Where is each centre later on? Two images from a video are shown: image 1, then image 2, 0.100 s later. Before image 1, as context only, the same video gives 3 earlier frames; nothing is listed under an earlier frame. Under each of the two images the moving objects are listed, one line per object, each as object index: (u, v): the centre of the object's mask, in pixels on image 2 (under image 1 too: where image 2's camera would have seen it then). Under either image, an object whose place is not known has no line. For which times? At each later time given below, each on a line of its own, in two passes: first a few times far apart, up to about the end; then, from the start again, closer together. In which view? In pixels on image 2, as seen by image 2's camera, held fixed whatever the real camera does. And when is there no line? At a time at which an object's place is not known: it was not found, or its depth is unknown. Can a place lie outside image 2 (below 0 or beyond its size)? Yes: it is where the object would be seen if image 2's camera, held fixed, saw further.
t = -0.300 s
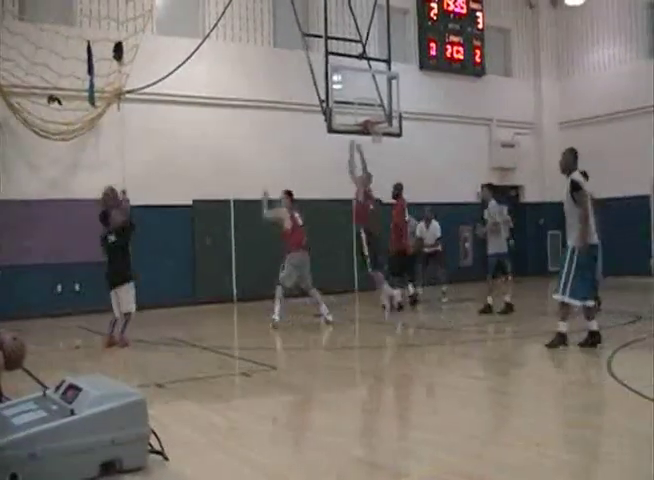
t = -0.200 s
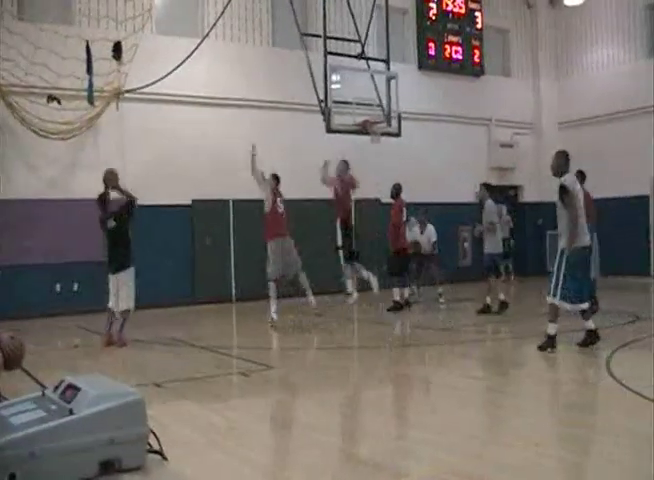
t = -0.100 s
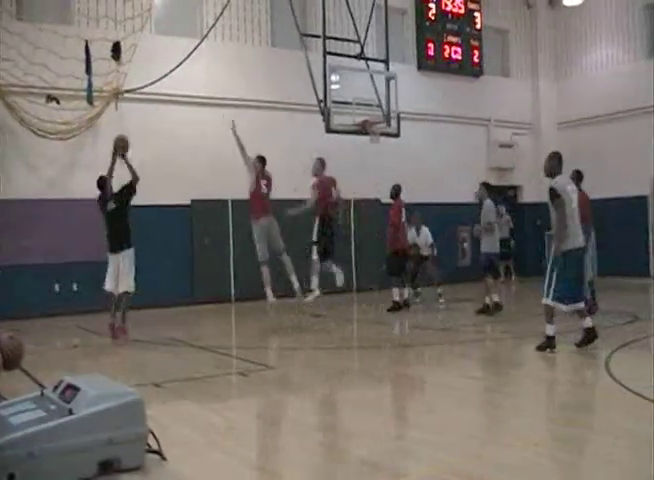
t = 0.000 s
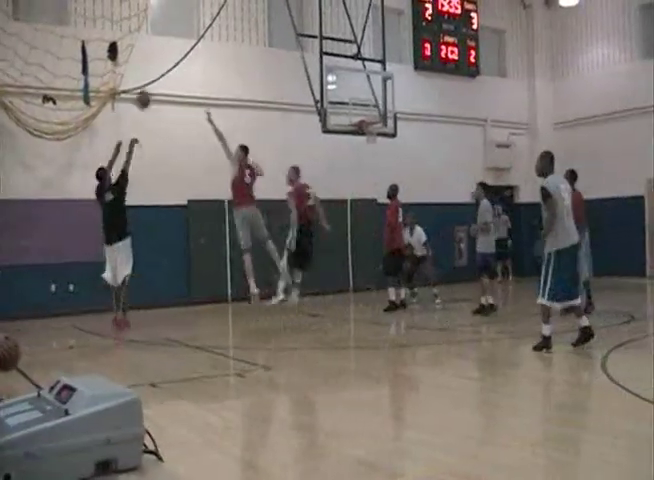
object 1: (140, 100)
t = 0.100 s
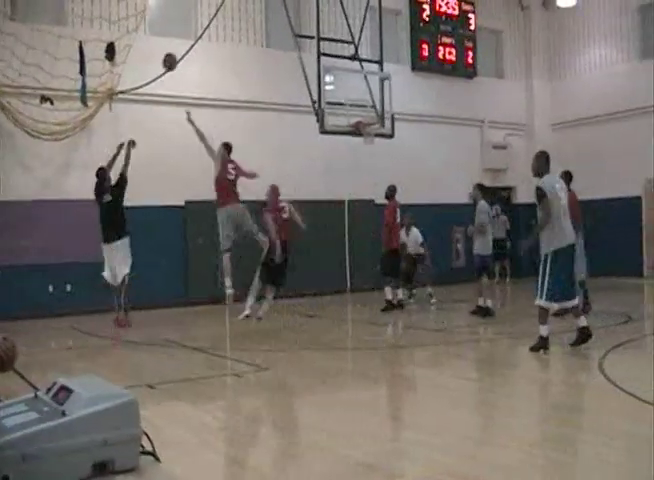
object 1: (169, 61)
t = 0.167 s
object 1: (187, 41)
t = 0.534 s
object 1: (271, 4)
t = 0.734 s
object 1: (310, 24)
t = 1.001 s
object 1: (353, 83)
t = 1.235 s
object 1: (361, 127)
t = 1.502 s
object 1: (363, 131)
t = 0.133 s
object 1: (178, 51)
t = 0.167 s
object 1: (187, 41)
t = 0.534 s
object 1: (271, 4)
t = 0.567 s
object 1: (277, 6)
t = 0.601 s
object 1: (284, 9)
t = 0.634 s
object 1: (291, 12)
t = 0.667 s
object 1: (297, 15)
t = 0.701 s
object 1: (303, 20)
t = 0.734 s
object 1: (310, 24)
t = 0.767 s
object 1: (315, 30)
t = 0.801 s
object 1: (321, 35)
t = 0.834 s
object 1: (326, 42)
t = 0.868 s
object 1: (332, 48)
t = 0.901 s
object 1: (337, 56)
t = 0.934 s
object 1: (342, 65)
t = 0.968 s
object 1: (348, 74)
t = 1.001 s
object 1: (353, 83)
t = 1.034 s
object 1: (358, 93)
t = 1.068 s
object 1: (363, 102)
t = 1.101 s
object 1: (368, 114)
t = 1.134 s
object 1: (370, 120)
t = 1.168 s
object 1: (369, 127)
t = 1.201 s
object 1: (366, 128)
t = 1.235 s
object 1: (361, 127)
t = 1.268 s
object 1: (361, 127)
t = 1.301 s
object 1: (361, 127)
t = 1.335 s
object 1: (361, 127)
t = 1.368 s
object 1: (361, 128)
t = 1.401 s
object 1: (361, 128)
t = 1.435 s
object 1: (362, 129)
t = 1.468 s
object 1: (363, 131)
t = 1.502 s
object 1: (363, 131)
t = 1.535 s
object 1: (365, 133)
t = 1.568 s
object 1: (366, 135)
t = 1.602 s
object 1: (367, 136)
